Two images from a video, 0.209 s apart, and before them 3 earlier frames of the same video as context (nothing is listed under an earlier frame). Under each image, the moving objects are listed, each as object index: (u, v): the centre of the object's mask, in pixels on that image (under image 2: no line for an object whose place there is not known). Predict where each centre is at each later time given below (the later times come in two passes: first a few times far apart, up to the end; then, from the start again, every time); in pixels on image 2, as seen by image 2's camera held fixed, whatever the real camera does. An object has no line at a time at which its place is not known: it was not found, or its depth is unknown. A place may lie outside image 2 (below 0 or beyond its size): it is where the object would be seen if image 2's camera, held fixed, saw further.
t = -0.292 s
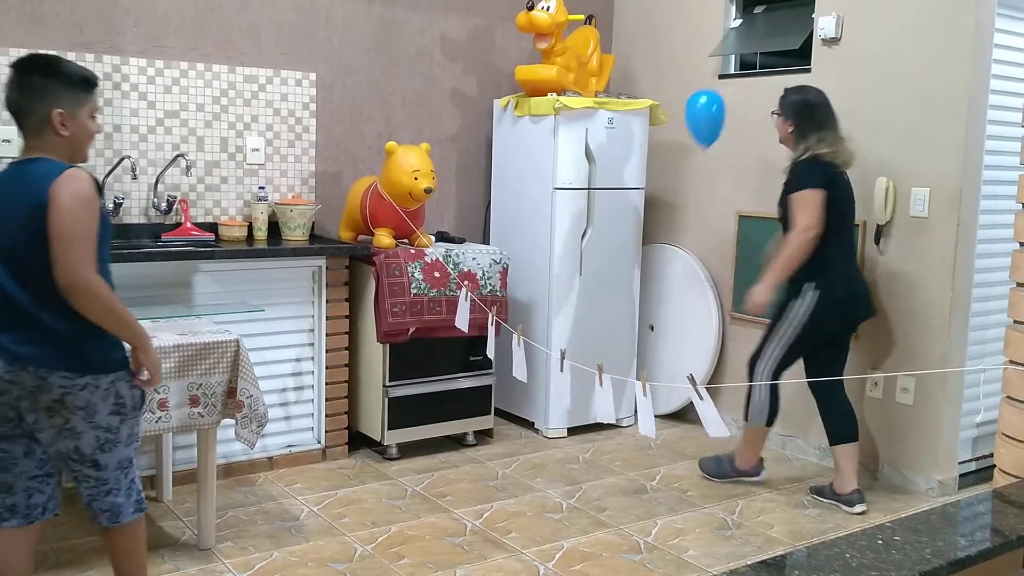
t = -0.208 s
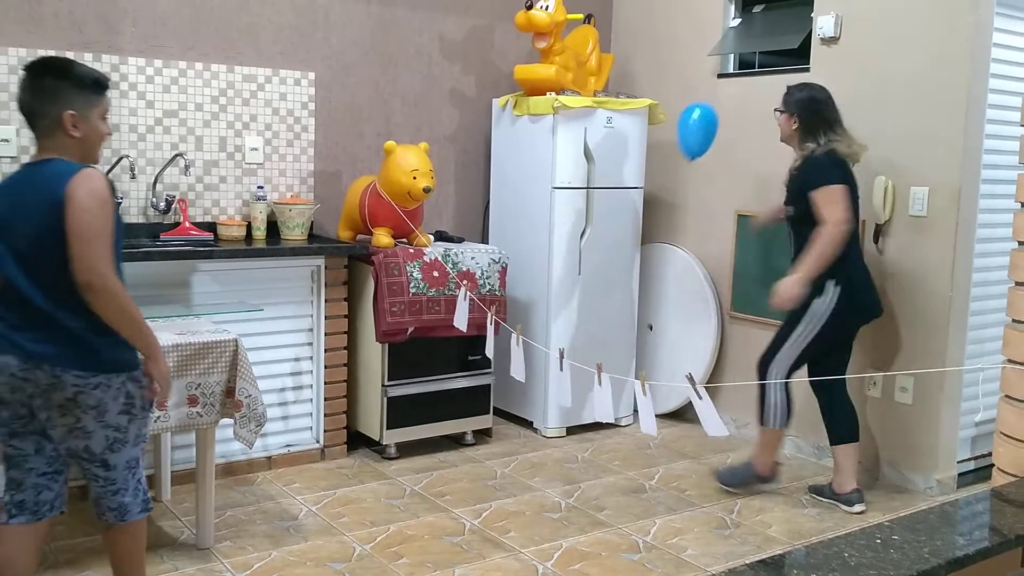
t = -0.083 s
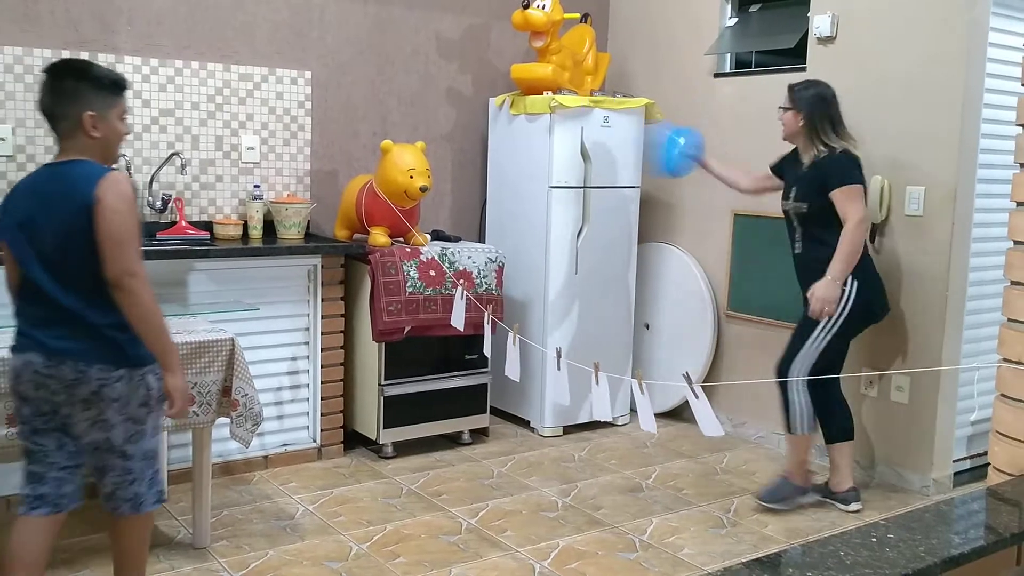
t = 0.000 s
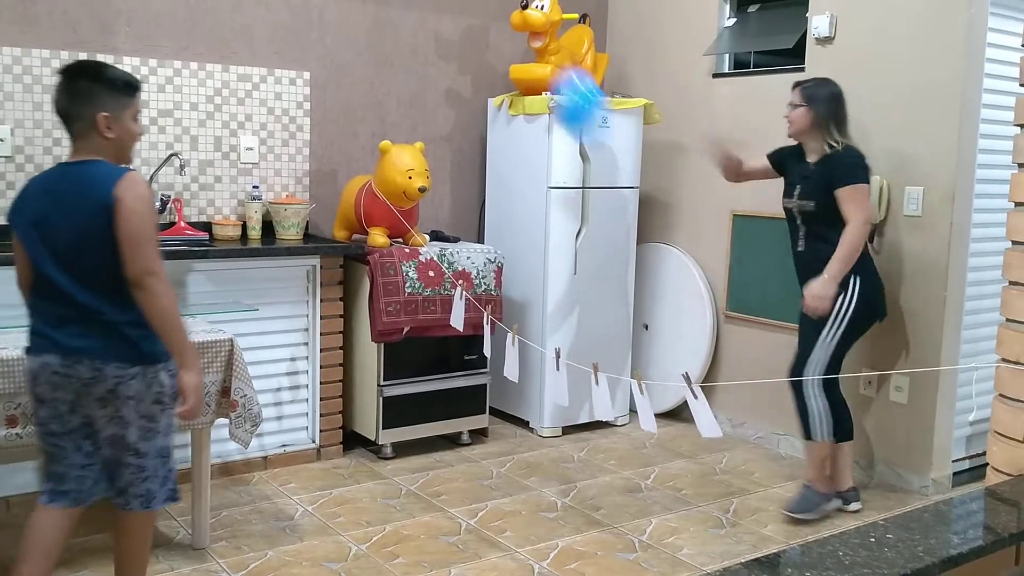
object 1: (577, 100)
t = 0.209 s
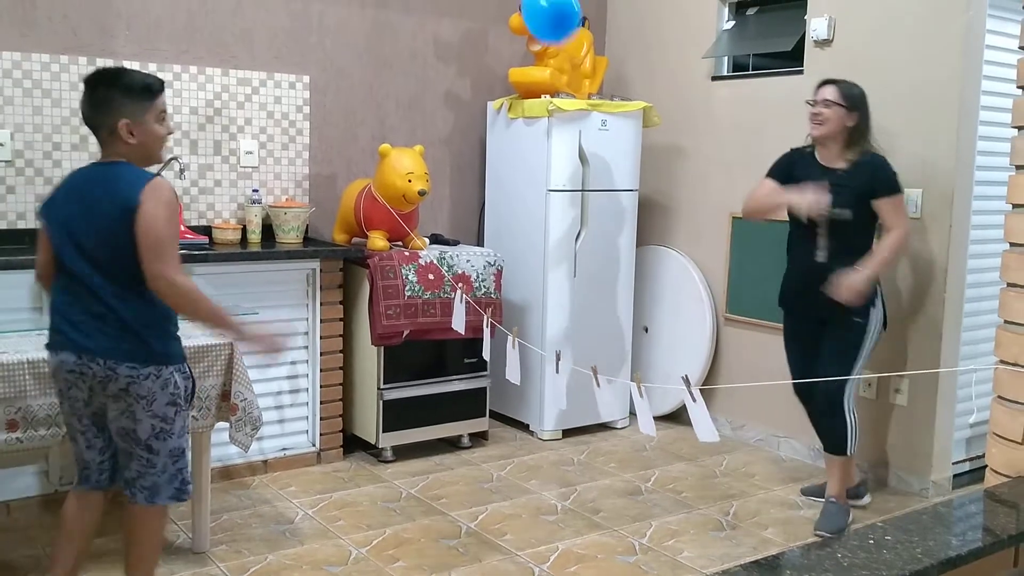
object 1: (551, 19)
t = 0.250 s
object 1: (547, 13)
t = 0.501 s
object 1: (527, 3)
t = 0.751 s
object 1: (516, 22)
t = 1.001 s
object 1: (513, 89)
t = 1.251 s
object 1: (516, 209)
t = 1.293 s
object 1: (515, 231)
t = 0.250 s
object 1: (547, 13)
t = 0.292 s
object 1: (544, 11)
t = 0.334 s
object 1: (542, 11)
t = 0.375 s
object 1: (539, 10)
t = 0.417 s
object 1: (533, 6)
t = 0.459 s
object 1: (529, 4)
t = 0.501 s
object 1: (527, 3)
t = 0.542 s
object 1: (527, 4)
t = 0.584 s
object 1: (525, 7)
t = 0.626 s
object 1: (522, 10)
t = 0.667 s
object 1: (520, 12)
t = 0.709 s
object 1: (517, 17)
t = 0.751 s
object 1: (516, 22)
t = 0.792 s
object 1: (515, 29)
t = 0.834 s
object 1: (514, 40)
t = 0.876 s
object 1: (513, 53)
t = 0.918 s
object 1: (513, 63)
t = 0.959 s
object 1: (512, 74)
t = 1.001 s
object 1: (513, 89)
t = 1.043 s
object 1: (514, 105)
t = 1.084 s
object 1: (515, 124)
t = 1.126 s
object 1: (516, 145)
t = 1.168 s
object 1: (517, 166)
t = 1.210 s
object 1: (517, 188)
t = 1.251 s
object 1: (516, 209)
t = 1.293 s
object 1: (515, 231)
